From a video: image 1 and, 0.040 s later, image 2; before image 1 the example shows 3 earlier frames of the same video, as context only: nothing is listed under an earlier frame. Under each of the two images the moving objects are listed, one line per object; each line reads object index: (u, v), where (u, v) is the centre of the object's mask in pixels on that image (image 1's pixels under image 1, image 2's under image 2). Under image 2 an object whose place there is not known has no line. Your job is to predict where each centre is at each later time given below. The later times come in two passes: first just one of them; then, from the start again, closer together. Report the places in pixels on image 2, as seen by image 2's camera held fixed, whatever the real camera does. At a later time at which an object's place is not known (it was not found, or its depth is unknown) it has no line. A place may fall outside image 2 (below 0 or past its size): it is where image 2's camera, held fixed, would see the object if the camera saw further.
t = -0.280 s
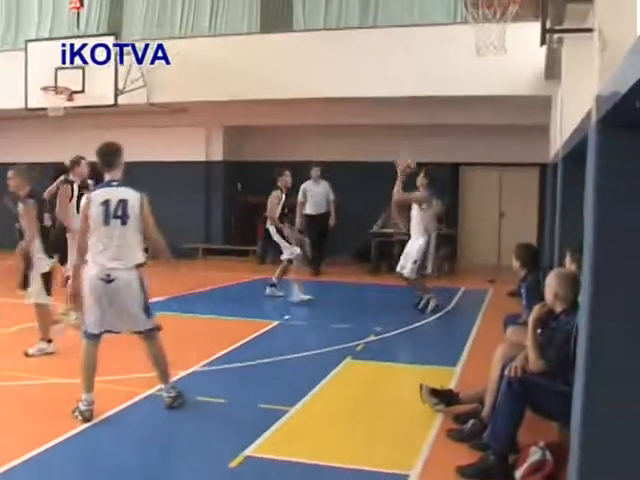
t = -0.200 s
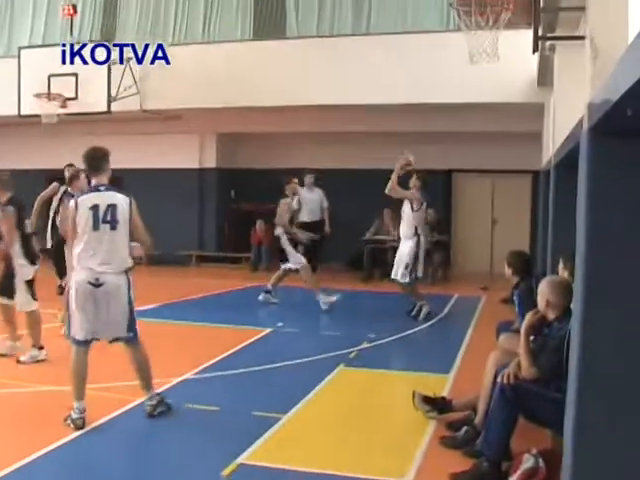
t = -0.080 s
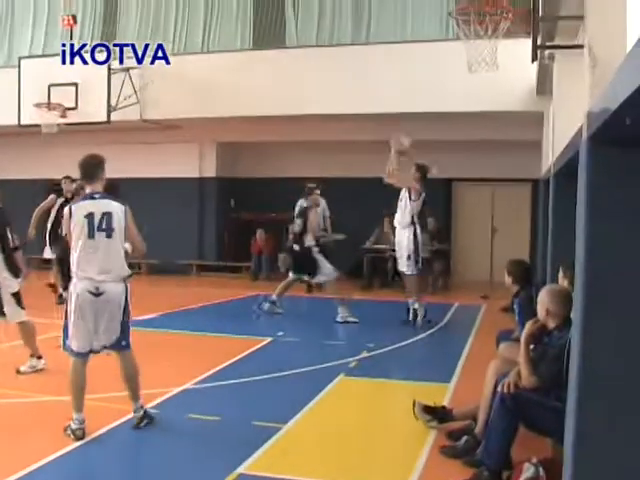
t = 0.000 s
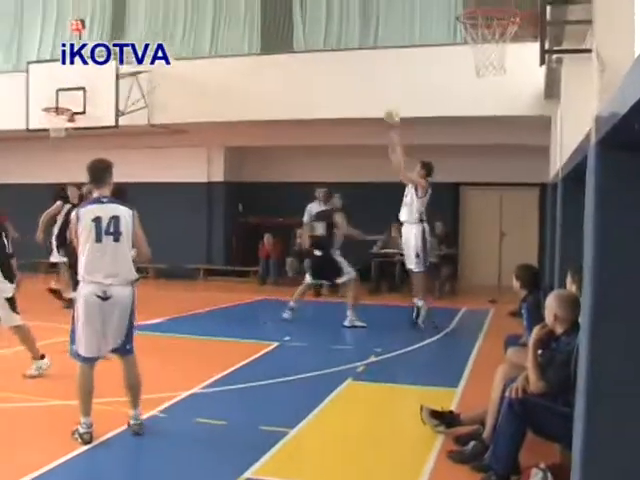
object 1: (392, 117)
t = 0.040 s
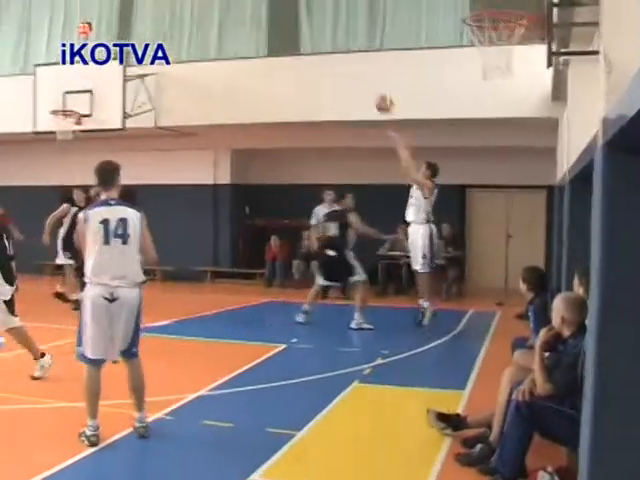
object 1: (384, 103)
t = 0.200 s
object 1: (329, 47)
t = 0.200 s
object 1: (329, 47)
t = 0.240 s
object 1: (317, 37)
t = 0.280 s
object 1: (303, 27)
